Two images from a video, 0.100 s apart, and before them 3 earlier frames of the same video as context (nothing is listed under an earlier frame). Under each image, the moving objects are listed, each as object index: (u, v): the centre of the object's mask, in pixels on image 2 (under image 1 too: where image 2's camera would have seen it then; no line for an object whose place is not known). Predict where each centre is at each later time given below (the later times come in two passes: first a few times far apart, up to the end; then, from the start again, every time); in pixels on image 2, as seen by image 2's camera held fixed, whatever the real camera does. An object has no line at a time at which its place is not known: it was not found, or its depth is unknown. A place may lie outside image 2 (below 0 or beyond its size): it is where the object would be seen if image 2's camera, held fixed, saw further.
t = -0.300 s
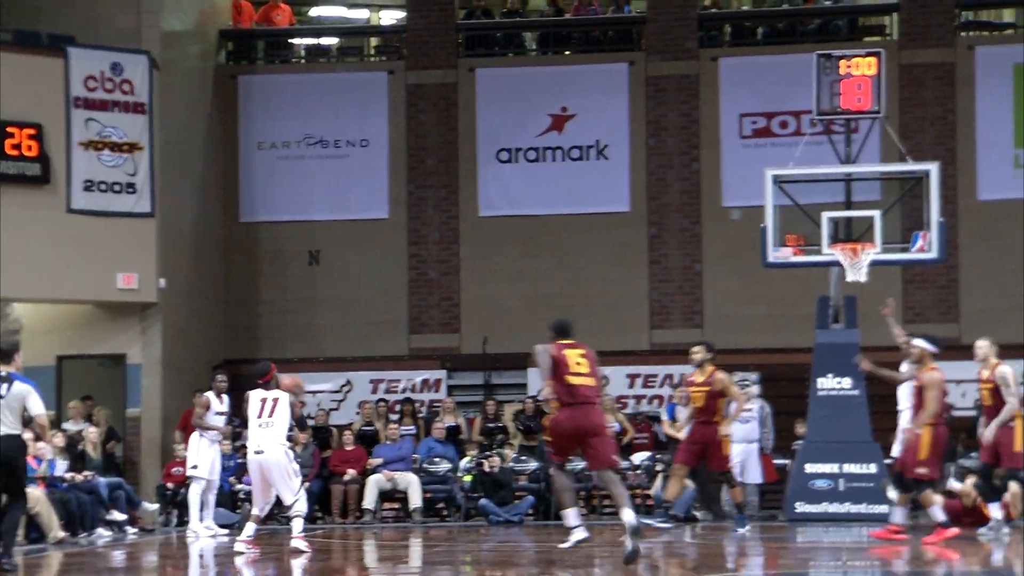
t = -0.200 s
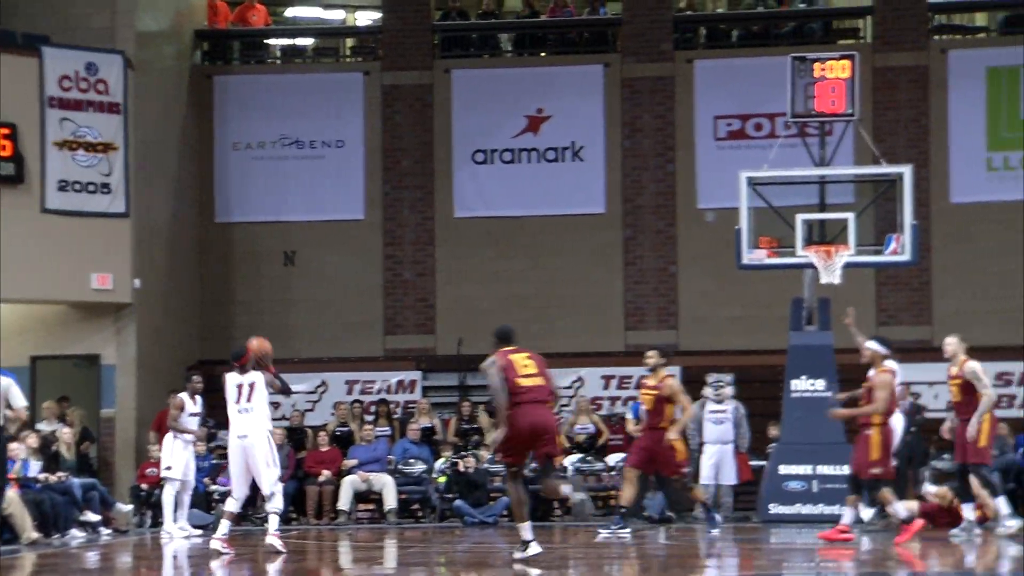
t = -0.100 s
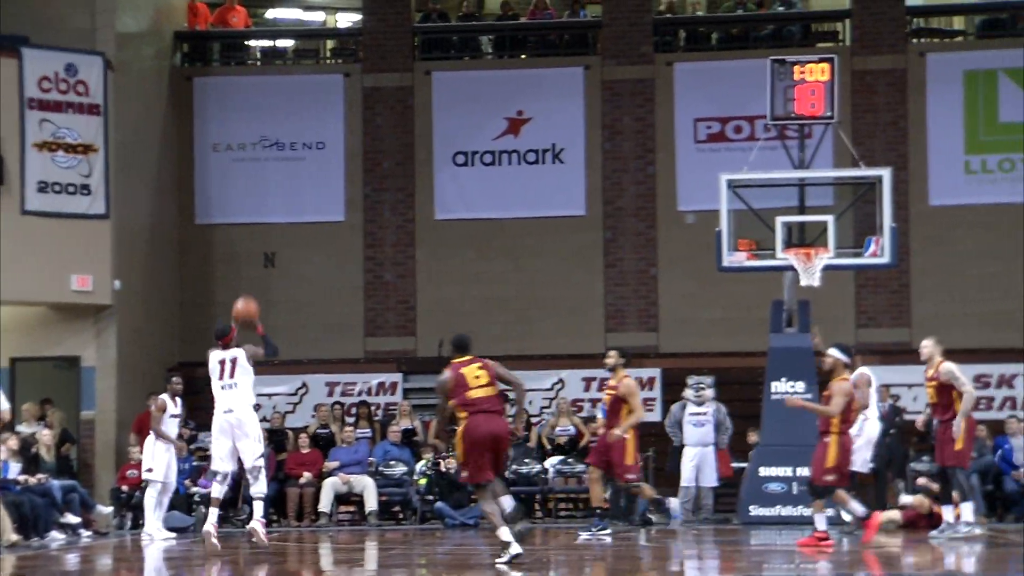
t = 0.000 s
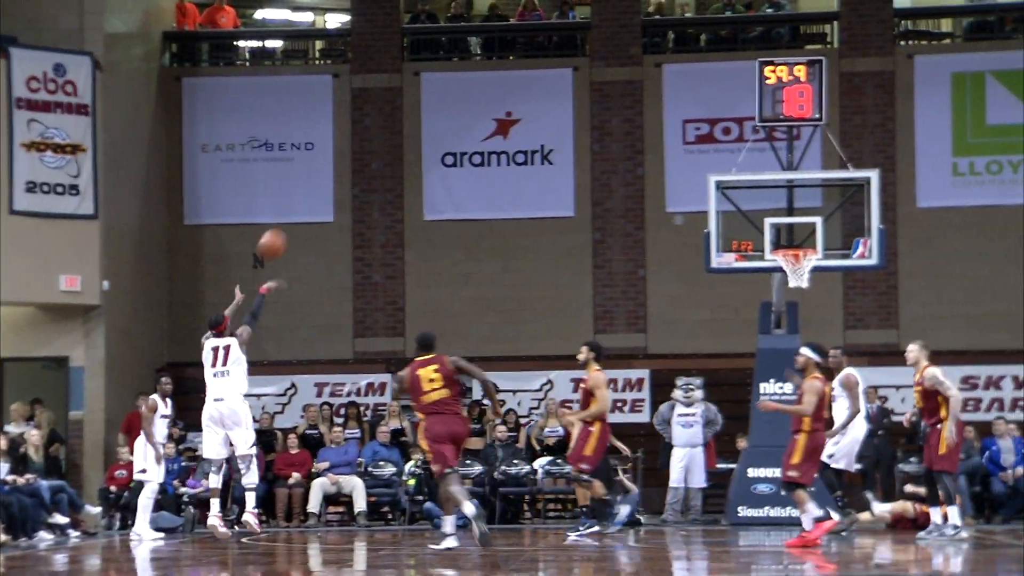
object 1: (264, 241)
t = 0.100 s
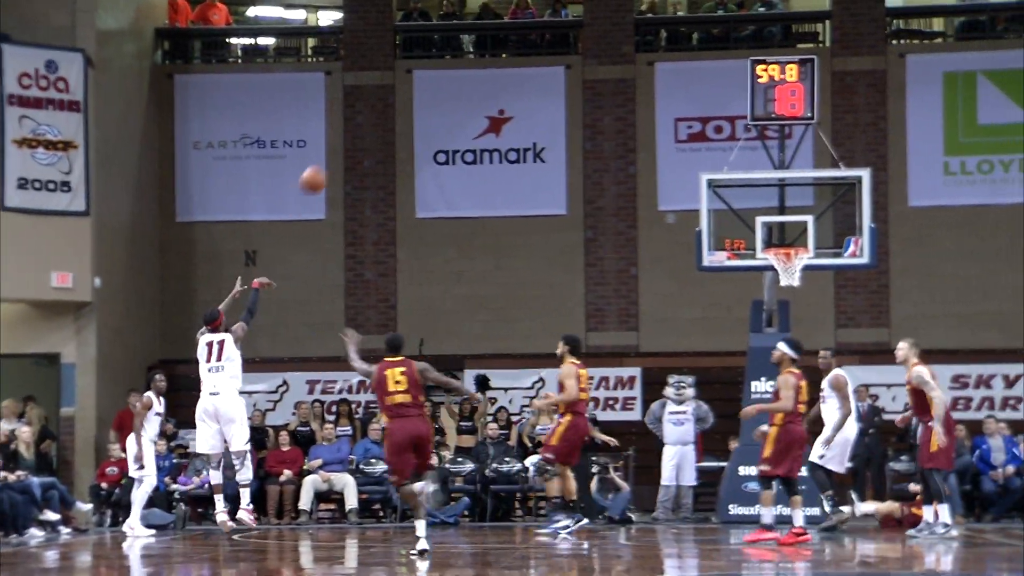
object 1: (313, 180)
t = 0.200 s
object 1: (359, 131)
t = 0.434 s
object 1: (463, 58)
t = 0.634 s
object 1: (546, 41)
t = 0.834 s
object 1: (624, 60)
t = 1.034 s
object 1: (699, 115)
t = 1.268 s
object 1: (780, 219)
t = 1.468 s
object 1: (766, 269)
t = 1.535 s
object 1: (770, 271)
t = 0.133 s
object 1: (330, 161)
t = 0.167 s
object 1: (345, 146)
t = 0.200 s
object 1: (359, 131)
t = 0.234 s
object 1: (375, 117)
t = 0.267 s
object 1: (390, 104)
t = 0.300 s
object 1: (405, 92)
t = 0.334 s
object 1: (419, 82)
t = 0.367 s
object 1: (434, 72)
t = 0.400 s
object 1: (449, 65)
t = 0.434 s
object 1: (463, 58)
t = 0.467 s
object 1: (478, 53)
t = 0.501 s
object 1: (491, 48)
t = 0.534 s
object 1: (505, 45)
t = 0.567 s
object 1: (519, 43)
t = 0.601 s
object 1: (532, 41)
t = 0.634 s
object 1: (546, 41)
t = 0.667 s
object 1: (559, 42)
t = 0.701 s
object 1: (573, 44)
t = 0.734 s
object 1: (586, 46)
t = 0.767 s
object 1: (599, 50)
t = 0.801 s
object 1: (612, 55)
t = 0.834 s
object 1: (624, 60)
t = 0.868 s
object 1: (637, 67)
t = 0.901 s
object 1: (648, 75)
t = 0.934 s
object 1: (661, 84)
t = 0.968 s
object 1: (674, 93)
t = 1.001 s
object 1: (686, 103)
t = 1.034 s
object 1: (699, 115)
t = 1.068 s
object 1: (710, 128)
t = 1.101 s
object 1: (723, 140)
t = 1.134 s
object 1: (736, 155)
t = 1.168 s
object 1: (747, 169)
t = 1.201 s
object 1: (758, 186)
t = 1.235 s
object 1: (770, 202)
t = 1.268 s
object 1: (780, 219)
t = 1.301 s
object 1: (792, 237)
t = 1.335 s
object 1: (795, 247)
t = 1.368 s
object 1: (775, 263)
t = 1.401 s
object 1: (769, 268)
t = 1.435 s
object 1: (766, 269)
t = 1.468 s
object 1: (766, 269)
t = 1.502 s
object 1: (767, 268)
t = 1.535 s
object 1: (770, 271)
